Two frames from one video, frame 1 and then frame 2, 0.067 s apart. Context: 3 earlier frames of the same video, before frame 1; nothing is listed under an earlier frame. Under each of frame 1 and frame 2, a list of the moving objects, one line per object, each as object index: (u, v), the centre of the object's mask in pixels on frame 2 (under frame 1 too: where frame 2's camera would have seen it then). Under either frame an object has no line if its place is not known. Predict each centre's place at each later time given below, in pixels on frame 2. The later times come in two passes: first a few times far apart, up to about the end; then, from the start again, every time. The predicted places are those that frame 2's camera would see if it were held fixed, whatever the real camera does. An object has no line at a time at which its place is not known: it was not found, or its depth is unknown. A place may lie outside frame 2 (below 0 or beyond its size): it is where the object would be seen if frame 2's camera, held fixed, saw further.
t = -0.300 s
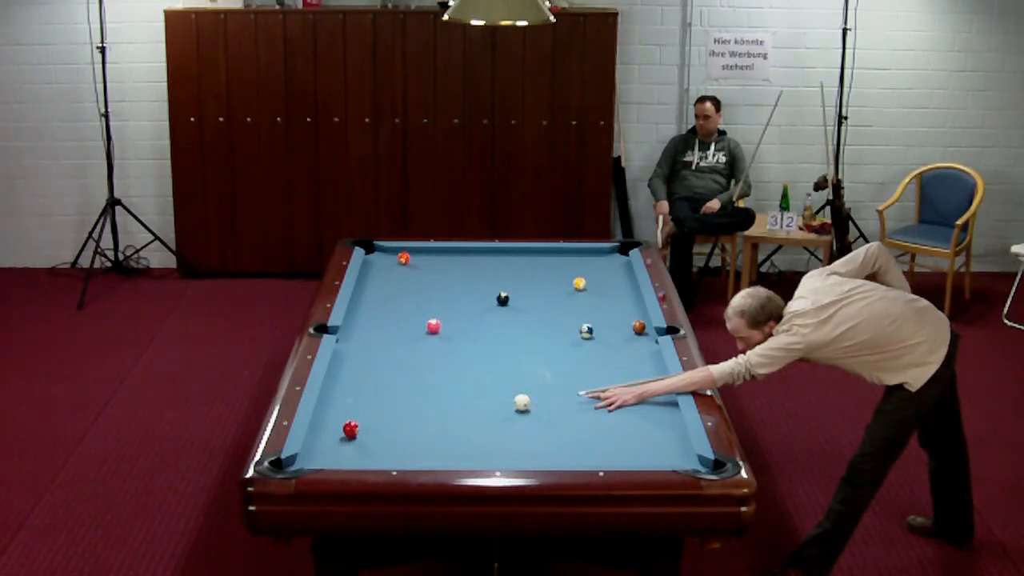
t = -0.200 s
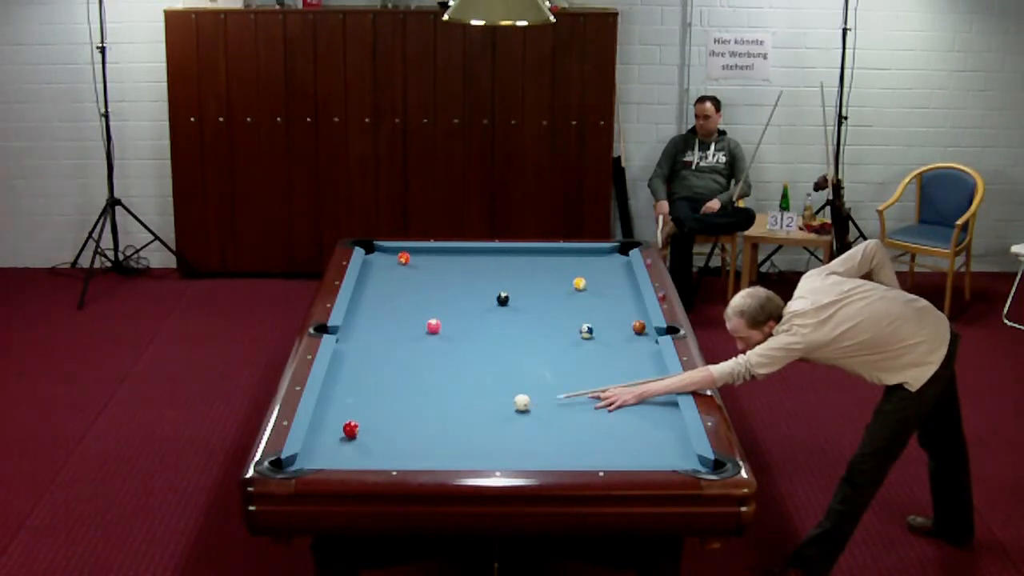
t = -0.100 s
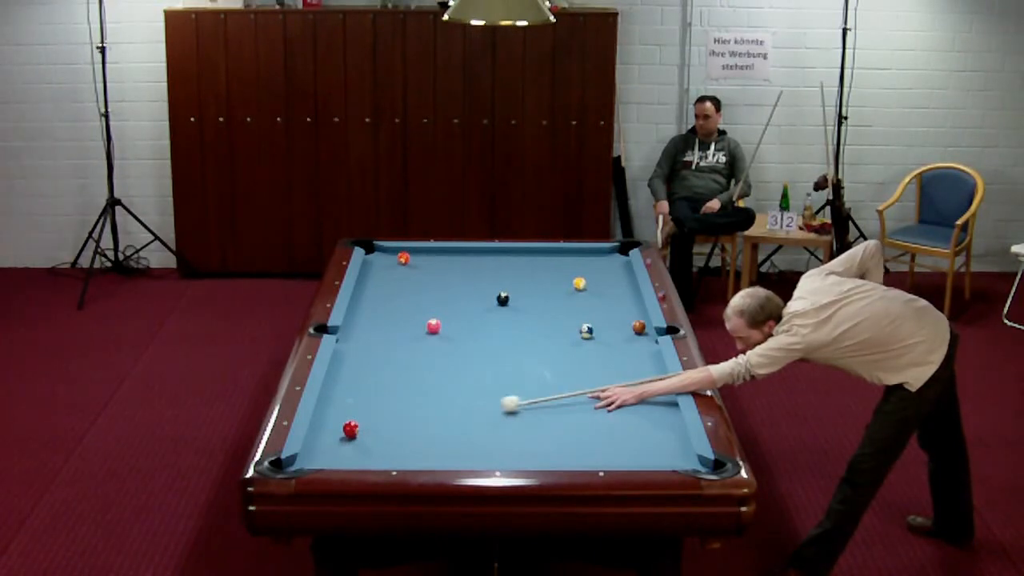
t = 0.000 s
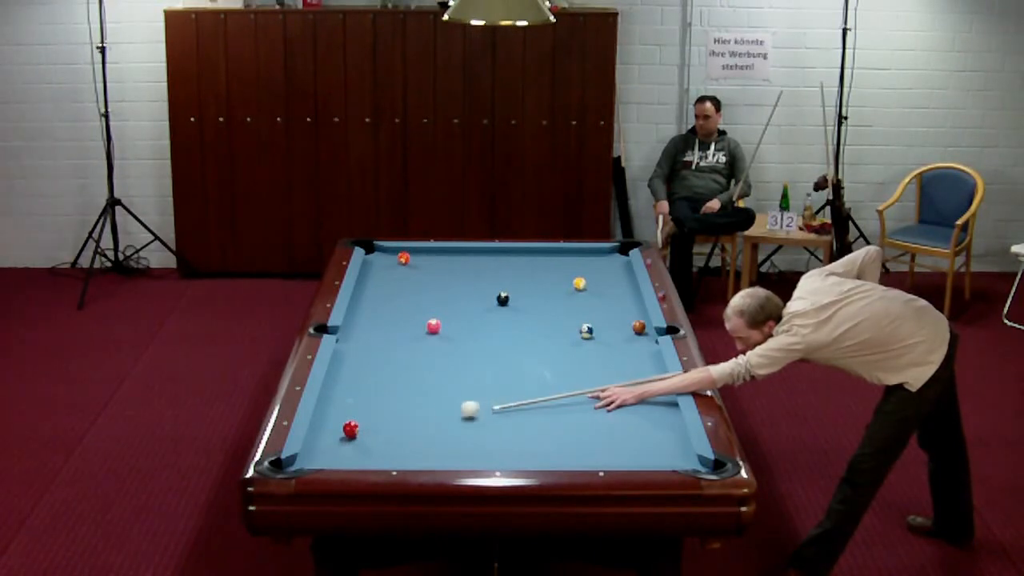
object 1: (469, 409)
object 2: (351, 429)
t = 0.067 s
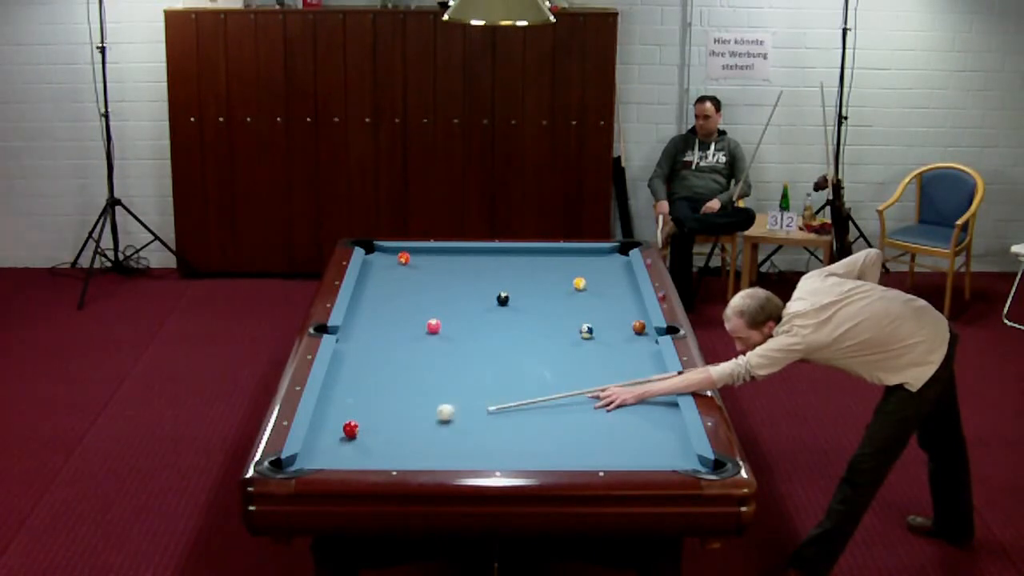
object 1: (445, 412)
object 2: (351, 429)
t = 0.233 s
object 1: (397, 419)
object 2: (351, 429)
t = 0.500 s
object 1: (340, 419)
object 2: (341, 436)
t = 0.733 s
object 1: (330, 414)
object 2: (325, 446)
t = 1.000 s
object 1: (354, 405)
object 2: (308, 457)
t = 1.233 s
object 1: (374, 397)
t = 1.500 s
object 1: (395, 390)
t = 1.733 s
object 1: (412, 383)
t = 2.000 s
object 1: (430, 377)
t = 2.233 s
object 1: (444, 372)
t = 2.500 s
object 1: (459, 366)
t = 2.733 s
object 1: (471, 362)
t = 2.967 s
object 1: (482, 358)
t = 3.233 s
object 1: (493, 353)
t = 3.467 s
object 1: (503, 350)
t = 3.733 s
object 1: (512, 347)
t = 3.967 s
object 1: (519, 344)
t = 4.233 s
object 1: (526, 341)
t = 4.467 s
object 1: (531, 340)
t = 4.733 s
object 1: (537, 338)
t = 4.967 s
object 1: (541, 337)
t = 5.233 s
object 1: (545, 336)
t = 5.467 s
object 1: (548, 335)
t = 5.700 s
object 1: (549, 334)
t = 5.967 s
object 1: (550, 334)
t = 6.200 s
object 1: (550, 334)
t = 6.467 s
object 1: (550, 334)
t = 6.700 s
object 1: (550, 334)
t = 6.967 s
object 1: (550, 334)
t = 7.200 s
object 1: (550, 334)
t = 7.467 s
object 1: (550, 334)
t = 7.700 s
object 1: (550, 334)
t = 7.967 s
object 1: (550, 334)
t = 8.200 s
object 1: (550, 334)
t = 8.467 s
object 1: (550, 334)
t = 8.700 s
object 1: (550, 334)
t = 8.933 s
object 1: (550, 334)
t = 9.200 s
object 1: (550, 334)
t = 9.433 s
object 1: (550, 334)
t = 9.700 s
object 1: (550, 334)
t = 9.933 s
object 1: (550, 334)
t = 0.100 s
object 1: (434, 414)
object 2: (351, 429)
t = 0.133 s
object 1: (424, 415)
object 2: (351, 429)
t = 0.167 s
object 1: (414, 416)
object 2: (351, 429)
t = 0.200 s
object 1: (405, 418)
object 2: (351, 429)
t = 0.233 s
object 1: (397, 419)
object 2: (351, 429)
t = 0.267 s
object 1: (388, 420)
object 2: (351, 429)
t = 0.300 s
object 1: (380, 421)
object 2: (351, 429)
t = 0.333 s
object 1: (371, 422)
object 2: (350, 429)
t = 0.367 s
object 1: (364, 422)
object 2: (350, 429)
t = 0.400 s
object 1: (358, 421)
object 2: (349, 431)
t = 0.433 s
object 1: (353, 420)
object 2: (346, 433)
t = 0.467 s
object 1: (346, 419)
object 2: (343, 434)
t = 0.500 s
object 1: (340, 419)
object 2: (341, 436)
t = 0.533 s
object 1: (335, 420)
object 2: (339, 437)
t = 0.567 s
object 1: (329, 419)
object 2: (337, 438)
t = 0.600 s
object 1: (323, 419)
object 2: (335, 440)
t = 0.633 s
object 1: (320, 418)
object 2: (332, 442)
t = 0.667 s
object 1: (323, 417)
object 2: (330, 443)
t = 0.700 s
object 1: (327, 415)
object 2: (328, 445)
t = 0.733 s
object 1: (330, 414)
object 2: (325, 446)
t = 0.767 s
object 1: (333, 413)
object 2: (323, 448)
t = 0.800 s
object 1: (336, 412)
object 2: (321, 450)
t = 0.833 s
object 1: (339, 411)
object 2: (319, 451)
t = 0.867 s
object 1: (342, 410)
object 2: (317, 452)
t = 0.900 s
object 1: (345, 409)
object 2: (315, 453)
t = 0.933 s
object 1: (348, 407)
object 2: (312, 455)
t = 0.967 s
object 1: (351, 406)
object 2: (310, 456)
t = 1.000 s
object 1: (354, 405)
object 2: (308, 457)
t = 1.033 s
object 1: (357, 404)
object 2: (306, 458)
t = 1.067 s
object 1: (360, 403)
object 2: (303, 459)
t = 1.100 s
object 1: (363, 402)
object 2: (301, 461)
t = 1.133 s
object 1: (366, 401)
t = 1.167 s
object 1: (368, 400)
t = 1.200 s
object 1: (371, 398)
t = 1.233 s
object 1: (374, 397)
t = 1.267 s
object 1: (377, 396)
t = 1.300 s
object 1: (379, 395)
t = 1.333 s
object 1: (382, 394)
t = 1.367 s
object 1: (385, 393)
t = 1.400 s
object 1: (387, 393)
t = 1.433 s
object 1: (390, 392)
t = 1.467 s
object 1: (392, 391)
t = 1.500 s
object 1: (395, 390)
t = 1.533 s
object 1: (397, 389)
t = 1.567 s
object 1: (400, 388)
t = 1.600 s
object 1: (402, 387)
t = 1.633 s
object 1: (405, 386)
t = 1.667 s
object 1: (407, 385)
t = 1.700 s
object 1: (409, 384)
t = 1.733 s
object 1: (412, 383)
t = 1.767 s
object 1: (414, 383)
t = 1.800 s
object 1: (416, 382)
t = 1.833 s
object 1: (419, 381)
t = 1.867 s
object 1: (422, 380)
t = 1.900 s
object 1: (423, 379)
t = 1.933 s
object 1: (426, 378)
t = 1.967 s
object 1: (428, 378)
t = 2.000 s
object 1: (430, 377)
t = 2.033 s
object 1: (432, 376)
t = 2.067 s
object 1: (434, 375)
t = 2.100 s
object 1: (436, 375)
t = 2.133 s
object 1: (438, 374)
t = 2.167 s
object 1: (440, 373)
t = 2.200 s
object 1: (443, 372)
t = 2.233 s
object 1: (444, 372)
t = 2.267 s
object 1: (446, 371)
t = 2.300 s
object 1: (448, 370)
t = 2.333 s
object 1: (450, 370)
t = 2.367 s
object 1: (452, 369)
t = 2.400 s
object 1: (454, 368)
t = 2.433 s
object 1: (456, 367)
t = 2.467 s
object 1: (458, 367)
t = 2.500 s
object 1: (459, 366)
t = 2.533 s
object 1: (461, 365)
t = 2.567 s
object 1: (463, 365)
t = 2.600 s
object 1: (465, 364)
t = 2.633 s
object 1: (466, 364)
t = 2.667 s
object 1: (468, 363)
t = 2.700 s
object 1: (470, 362)
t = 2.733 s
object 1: (471, 362)
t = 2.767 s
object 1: (473, 361)
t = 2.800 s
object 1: (475, 360)
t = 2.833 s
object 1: (476, 360)
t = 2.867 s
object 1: (478, 359)
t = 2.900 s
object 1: (479, 358)
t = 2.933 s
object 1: (481, 358)
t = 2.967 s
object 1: (482, 358)
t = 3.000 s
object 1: (484, 357)
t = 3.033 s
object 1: (485, 356)
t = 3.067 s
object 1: (487, 356)
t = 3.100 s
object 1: (488, 355)
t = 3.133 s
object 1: (490, 355)
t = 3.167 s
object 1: (491, 354)
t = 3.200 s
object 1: (492, 354)
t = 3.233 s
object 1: (493, 353)
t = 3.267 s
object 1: (495, 353)
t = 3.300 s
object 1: (497, 352)
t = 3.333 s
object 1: (498, 352)
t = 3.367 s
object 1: (499, 352)
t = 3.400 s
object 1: (500, 351)
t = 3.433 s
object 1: (502, 351)
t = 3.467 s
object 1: (503, 350)
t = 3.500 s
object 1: (504, 350)
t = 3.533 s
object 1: (505, 349)
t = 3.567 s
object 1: (506, 349)
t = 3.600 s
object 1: (507, 348)
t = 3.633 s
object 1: (508, 348)
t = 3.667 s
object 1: (510, 348)
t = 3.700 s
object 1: (511, 347)
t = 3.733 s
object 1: (512, 347)
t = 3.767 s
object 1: (513, 346)
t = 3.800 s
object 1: (514, 346)
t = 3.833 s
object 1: (515, 346)
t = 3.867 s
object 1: (516, 345)
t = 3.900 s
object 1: (517, 345)
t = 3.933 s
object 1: (518, 344)
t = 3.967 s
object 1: (519, 344)
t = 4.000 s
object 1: (520, 344)
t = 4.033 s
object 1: (521, 343)
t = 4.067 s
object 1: (522, 343)
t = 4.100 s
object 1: (522, 342)
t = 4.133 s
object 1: (523, 342)
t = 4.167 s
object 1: (524, 342)
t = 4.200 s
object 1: (525, 341)
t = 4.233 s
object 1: (526, 341)
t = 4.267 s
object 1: (527, 341)
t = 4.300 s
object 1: (528, 341)
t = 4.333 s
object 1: (528, 340)
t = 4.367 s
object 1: (529, 340)
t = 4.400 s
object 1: (530, 340)
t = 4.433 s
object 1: (530, 340)
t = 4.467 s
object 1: (531, 340)
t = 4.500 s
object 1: (532, 339)
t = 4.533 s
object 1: (533, 339)
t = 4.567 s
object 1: (533, 339)
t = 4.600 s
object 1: (534, 338)
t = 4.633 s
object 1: (535, 338)
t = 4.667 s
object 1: (535, 338)
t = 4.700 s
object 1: (536, 338)
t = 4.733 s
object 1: (537, 338)
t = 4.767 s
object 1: (537, 338)
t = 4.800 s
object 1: (538, 337)
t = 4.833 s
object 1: (539, 337)
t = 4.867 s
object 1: (539, 337)
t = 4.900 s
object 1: (540, 337)
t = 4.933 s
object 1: (540, 337)
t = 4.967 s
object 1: (541, 337)
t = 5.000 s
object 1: (541, 337)
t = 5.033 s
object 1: (542, 336)
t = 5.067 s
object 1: (543, 336)
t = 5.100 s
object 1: (543, 336)
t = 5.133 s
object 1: (543, 336)
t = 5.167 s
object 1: (544, 336)
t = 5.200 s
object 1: (544, 336)
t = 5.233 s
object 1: (545, 336)
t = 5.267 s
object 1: (545, 336)
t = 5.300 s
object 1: (546, 336)
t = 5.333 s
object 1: (546, 335)
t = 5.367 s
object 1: (547, 335)
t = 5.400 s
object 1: (547, 335)
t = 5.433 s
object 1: (547, 335)
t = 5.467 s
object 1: (548, 335)
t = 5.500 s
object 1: (548, 335)
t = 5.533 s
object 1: (548, 335)
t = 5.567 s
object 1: (549, 335)
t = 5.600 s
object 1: (549, 335)
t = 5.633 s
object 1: (549, 335)
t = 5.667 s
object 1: (549, 334)
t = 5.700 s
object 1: (549, 334)
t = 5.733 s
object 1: (549, 334)
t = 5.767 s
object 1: (550, 334)
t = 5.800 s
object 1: (549, 334)
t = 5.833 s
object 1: (549, 334)
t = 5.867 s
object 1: (550, 335)
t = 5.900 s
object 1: (550, 334)
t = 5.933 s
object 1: (550, 334)
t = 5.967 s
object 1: (550, 334)
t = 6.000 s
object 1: (550, 334)
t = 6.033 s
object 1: (550, 334)
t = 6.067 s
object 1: (550, 334)
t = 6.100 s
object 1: (550, 334)
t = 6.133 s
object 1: (550, 334)
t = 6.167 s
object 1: (550, 334)
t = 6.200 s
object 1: (550, 334)
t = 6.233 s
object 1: (550, 334)
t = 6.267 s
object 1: (550, 334)
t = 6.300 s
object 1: (550, 334)
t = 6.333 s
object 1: (550, 334)
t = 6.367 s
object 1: (550, 334)
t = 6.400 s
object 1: (550, 334)
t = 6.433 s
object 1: (550, 334)
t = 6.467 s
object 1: (550, 334)
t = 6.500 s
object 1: (550, 334)
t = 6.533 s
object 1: (550, 335)
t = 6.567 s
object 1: (550, 335)
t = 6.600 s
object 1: (550, 335)
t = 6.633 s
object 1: (550, 334)
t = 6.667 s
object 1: (550, 335)
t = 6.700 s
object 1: (550, 334)
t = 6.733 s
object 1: (550, 334)
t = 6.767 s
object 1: (550, 334)
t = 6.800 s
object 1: (550, 334)
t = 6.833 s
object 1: (550, 334)
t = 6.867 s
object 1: (550, 334)
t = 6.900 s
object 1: (550, 334)
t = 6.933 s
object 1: (550, 334)
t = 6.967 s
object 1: (550, 334)
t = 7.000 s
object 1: (550, 334)
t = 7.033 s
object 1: (550, 334)
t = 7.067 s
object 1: (550, 334)
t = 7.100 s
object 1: (550, 334)
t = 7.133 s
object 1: (550, 334)
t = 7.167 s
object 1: (550, 334)
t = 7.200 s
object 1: (550, 334)
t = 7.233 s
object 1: (550, 334)
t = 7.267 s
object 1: (550, 334)
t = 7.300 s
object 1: (550, 334)
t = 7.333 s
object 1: (550, 334)
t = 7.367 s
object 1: (550, 334)
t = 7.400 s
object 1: (550, 334)
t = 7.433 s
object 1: (550, 334)
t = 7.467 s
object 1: (550, 334)
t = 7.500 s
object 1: (550, 334)
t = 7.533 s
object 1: (550, 334)
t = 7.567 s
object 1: (550, 334)
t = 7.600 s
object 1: (550, 334)
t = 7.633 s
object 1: (550, 334)
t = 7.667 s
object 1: (550, 334)
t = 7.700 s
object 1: (550, 334)
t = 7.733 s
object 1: (550, 334)
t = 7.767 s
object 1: (550, 334)
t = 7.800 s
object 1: (550, 334)
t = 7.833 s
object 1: (550, 334)
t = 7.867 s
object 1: (550, 334)
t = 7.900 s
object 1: (550, 334)
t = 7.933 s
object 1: (550, 334)
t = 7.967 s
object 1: (550, 334)
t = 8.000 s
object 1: (550, 334)
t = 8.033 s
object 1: (550, 334)
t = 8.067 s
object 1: (550, 334)
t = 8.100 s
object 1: (550, 334)
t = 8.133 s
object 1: (550, 334)
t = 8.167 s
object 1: (550, 334)
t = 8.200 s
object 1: (550, 334)
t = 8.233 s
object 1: (550, 334)
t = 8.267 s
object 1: (550, 334)
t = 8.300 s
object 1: (550, 334)
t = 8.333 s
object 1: (550, 334)
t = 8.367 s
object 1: (550, 334)
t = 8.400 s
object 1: (550, 334)
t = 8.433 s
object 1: (550, 334)
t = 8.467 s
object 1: (550, 334)
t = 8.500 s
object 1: (550, 334)
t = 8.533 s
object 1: (550, 334)
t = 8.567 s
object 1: (550, 334)
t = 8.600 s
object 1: (550, 334)
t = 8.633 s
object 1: (550, 334)
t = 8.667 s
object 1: (550, 334)
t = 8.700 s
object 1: (550, 334)
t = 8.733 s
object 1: (550, 334)
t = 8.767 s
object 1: (550, 334)
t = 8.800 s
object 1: (550, 334)
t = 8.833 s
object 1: (550, 334)
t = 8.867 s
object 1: (550, 334)
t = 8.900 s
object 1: (550, 334)
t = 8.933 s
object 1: (550, 334)
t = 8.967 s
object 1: (550, 334)
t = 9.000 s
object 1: (550, 334)
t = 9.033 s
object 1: (550, 334)
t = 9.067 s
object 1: (550, 334)
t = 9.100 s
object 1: (550, 334)
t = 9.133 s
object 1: (550, 334)
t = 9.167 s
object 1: (550, 334)
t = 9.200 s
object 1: (550, 334)
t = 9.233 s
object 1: (550, 334)
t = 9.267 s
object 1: (550, 334)
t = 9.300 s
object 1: (550, 334)
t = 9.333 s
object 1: (550, 334)
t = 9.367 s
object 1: (550, 334)
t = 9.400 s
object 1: (550, 334)
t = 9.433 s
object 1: (550, 334)
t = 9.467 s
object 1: (550, 334)
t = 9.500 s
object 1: (550, 334)
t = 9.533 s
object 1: (550, 334)
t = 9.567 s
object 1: (550, 334)
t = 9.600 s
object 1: (550, 334)
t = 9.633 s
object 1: (550, 334)
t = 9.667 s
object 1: (550, 334)
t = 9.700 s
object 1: (550, 334)
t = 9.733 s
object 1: (550, 334)
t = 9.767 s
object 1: (550, 334)
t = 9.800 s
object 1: (550, 334)
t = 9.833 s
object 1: (550, 334)
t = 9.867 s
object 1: (550, 334)
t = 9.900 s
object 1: (550, 334)
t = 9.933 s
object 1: (550, 334)
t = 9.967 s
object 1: (550, 334)
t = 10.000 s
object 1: (550, 334)
